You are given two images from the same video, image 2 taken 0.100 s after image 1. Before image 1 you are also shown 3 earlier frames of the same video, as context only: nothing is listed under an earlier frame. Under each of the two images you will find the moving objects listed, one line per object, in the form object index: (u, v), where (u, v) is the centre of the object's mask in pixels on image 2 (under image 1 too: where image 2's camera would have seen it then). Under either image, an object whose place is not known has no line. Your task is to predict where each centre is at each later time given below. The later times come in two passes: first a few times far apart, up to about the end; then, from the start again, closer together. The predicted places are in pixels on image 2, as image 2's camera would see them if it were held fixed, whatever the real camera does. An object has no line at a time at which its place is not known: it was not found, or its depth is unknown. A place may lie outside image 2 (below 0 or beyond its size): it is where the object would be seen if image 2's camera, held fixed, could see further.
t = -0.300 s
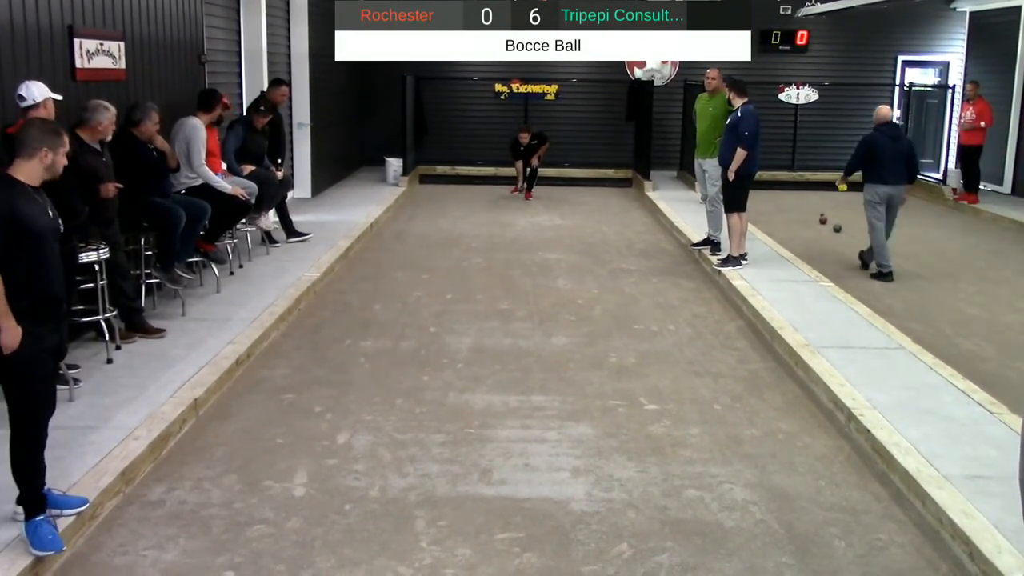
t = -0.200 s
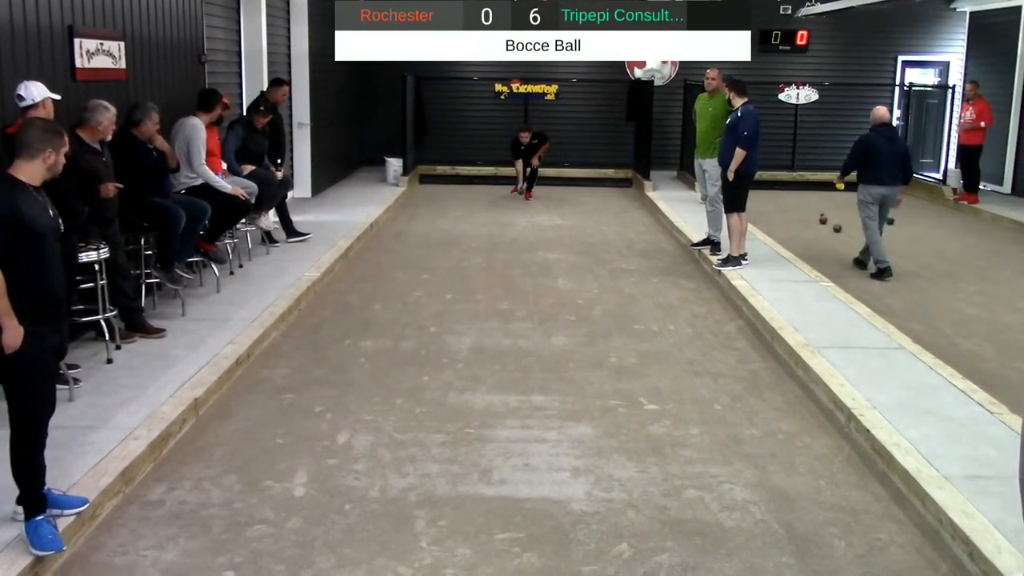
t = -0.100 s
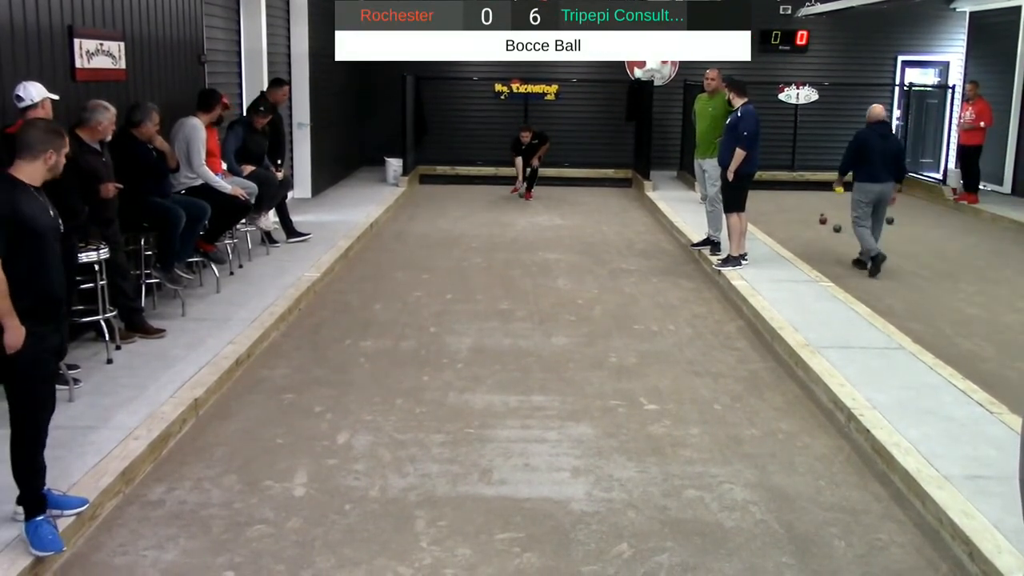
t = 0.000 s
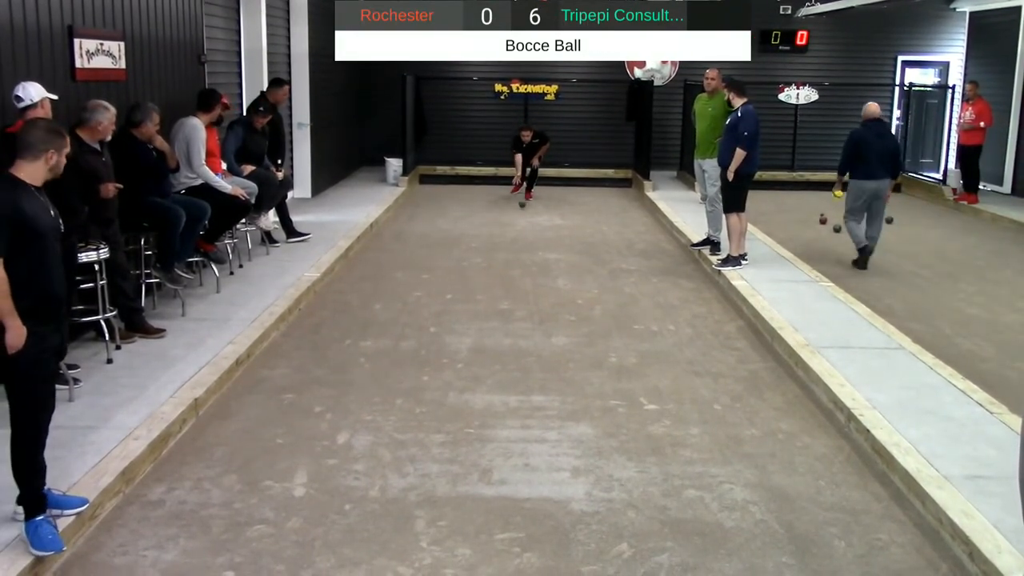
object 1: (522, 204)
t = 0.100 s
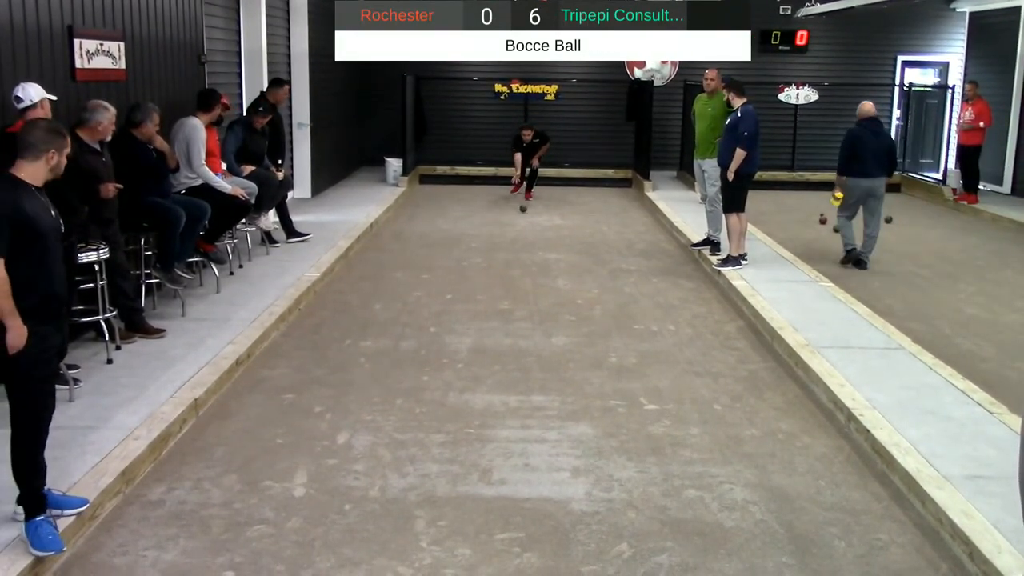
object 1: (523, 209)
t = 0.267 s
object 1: (525, 215)
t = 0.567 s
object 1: (528, 224)
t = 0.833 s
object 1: (532, 233)
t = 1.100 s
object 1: (536, 242)
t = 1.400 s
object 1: (540, 252)
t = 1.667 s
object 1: (544, 264)
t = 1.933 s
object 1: (548, 276)
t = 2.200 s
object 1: (553, 289)
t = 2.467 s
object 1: (559, 304)
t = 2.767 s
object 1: (566, 322)
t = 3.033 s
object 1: (574, 339)
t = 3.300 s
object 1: (583, 357)
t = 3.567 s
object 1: (593, 376)
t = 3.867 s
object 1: (604, 397)
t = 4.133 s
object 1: (615, 419)
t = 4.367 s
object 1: (625, 438)
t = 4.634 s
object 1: (635, 461)
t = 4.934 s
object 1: (647, 488)
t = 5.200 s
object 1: (656, 511)
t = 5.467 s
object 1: (664, 536)
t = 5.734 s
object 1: (672, 560)
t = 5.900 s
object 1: (677, 573)
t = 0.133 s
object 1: (523, 210)
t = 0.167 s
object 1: (524, 212)
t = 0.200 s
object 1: (524, 213)
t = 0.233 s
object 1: (524, 214)
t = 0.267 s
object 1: (525, 215)
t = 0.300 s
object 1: (525, 216)
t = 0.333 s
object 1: (525, 216)
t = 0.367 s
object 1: (526, 218)
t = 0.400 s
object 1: (526, 219)
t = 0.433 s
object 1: (526, 220)
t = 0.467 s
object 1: (527, 221)
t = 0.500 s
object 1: (527, 222)
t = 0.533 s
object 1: (527, 223)
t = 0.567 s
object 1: (528, 224)
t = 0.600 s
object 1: (528, 225)
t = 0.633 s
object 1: (529, 226)
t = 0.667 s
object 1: (529, 227)
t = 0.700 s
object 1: (530, 228)
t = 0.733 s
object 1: (530, 229)
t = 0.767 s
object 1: (531, 230)
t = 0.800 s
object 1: (531, 231)
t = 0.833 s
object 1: (532, 233)
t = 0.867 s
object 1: (532, 234)
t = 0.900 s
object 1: (533, 234)
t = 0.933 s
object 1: (533, 236)
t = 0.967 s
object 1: (534, 237)
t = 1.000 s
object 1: (534, 238)
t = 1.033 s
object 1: (535, 240)
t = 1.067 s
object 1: (535, 241)
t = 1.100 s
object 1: (536, 242)
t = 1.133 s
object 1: (536, 244)
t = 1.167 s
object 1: (537, 245)
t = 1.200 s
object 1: (537, 246)
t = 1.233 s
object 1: (538, 248)
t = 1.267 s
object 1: (538, 249)
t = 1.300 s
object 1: (539, 250)
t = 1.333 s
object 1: (539, 252)
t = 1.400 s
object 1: (540, 252)
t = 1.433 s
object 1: (541, 254)
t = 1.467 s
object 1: (541, 256)
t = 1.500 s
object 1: (542, 257)
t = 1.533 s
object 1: (542, 258)
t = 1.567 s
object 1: (542, 260)
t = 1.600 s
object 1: (543, 261)
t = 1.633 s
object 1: (543, 263)
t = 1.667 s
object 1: (544, 264)
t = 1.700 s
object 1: (544, 265)
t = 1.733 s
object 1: (545, 267)
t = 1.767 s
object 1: (545, 268)
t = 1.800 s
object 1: (546, 270)
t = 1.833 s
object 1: (546, 272)
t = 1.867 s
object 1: (547, 273)
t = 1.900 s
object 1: (547, 274)
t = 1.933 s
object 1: (548, 276)
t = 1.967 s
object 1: (549, 277)
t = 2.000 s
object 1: (549, 279)
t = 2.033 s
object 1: (549, 281)
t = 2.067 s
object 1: (550, 282)
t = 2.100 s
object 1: (551, 284)
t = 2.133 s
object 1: (551, 285)
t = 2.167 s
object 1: (552, 287)
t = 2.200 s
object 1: (553, 289)
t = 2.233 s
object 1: (554, 291)
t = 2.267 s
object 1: (554, 292)
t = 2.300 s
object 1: (555, 295)
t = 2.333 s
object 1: (556, 297)
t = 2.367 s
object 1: (557, 299)
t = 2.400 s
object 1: (557, 300)
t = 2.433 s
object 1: (558, 302)
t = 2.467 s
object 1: (559, 304)
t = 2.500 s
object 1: (559, 306)
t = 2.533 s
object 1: (560, 308)
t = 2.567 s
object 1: (561, 310)
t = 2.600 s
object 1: (562, 311)
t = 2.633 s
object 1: (563, 314)
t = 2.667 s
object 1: (564, 315)
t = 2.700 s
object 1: (564, 318)
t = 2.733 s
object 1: (565, 320)
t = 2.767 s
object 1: (566, 322)
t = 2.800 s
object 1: (567, 322)
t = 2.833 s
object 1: (567, 325)
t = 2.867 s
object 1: (569, 328)
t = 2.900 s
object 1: (570, 330)
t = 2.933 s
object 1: (571, 332)
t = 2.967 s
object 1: (572, 335)
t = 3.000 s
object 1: (573, 337)
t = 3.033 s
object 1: (574, 339)
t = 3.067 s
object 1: (575, 341)
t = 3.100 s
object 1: (576, 343)
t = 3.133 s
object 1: (577, 346)
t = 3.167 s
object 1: (578, 348)
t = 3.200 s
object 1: (579, 350)
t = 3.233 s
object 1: (581, 352)
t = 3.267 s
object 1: (582, 354)
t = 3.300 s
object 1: (583, 357)
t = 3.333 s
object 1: (584, 359)
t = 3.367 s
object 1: (585, 361)
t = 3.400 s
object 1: (586, 363)
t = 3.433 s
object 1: (588, 366)
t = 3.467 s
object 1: (589, 368)
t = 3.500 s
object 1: (591, 371)
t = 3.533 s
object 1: (591, 373)
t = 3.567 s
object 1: (593, 376)
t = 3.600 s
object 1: (594, 379)
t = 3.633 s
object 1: (595, 380)
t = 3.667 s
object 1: (596, 382)
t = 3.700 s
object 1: (598, 385)
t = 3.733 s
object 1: (599, 387)
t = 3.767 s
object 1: (600, 390)
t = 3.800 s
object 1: (601, 392)
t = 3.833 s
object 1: (603, 394)
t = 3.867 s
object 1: (604, 397)
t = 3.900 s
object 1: (606, 401)
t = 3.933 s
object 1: (608, 404)
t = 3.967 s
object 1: (608, 405)
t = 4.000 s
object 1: (610, 408)
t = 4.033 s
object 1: (611, 410)
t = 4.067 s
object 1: (613, 413)
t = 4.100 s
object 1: (614, 416)
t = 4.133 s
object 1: (615, 419)
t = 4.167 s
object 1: (617, 422)
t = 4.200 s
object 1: (618, 425)
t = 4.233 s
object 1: (619, 427)
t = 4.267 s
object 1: (621, 430)
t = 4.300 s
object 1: (623, 433)
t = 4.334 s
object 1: (623, 434)
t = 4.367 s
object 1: (625, 438)
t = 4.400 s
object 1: (627, 441)
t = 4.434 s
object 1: (628, 444)
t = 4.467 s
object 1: (629, 447)
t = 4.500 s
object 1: (630, 449)
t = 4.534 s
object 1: (631, 452)
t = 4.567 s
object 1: (633, 455)
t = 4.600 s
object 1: (634, 458)
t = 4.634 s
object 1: (635, 461)
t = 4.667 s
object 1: (637, 464)
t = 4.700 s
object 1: (638, 467)
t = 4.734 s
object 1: (639, 468)
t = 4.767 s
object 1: (641, 473)
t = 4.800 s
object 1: (642, 476)
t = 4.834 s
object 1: (643, 479)
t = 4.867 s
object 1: (645, 482)
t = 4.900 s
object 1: (646, 485)
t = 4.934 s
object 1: (647, 488)
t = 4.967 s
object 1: (649, 490)
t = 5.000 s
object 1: (650, 494)
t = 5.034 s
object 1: (651, 496)
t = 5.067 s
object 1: (652, 499)
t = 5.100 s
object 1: (653, 502)
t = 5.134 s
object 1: (654, 505)
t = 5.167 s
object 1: (655, 509)
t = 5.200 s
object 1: (656, 511)
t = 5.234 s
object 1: (657, 514)
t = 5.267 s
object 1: (658, 517)
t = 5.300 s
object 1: (660, 520)
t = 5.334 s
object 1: (660, 523)
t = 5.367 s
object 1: (661, 526)
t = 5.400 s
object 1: (662, 531)
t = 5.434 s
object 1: (664, 533)
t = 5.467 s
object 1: (664, 536)
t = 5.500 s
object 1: (665, 539)
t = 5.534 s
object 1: (666, 540)
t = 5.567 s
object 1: (667, 542)
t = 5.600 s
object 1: (667, 546)
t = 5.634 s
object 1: (668, 549)
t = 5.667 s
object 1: (669, 552)
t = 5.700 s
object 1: (670, 555)
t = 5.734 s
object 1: (672, 560)
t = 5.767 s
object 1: (673, 562)
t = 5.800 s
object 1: (674, 565)
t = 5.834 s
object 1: (675, 568)
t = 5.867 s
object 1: (676, 570)
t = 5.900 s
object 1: (677, 573)
